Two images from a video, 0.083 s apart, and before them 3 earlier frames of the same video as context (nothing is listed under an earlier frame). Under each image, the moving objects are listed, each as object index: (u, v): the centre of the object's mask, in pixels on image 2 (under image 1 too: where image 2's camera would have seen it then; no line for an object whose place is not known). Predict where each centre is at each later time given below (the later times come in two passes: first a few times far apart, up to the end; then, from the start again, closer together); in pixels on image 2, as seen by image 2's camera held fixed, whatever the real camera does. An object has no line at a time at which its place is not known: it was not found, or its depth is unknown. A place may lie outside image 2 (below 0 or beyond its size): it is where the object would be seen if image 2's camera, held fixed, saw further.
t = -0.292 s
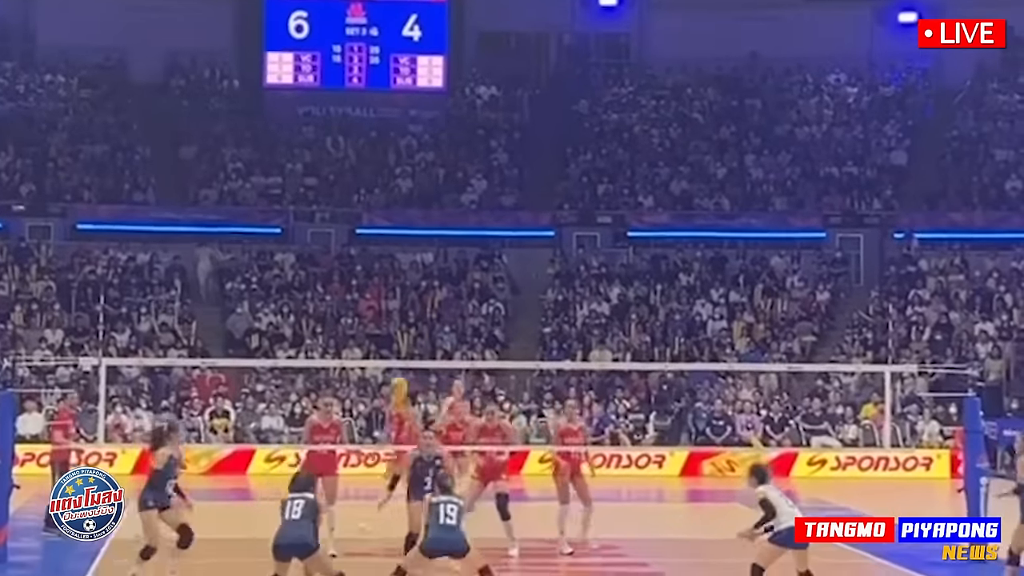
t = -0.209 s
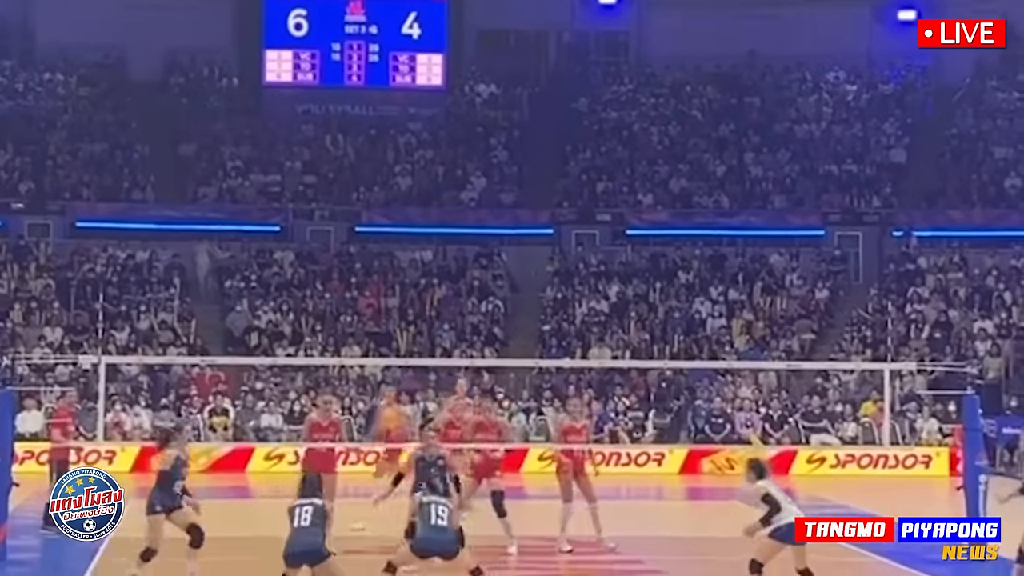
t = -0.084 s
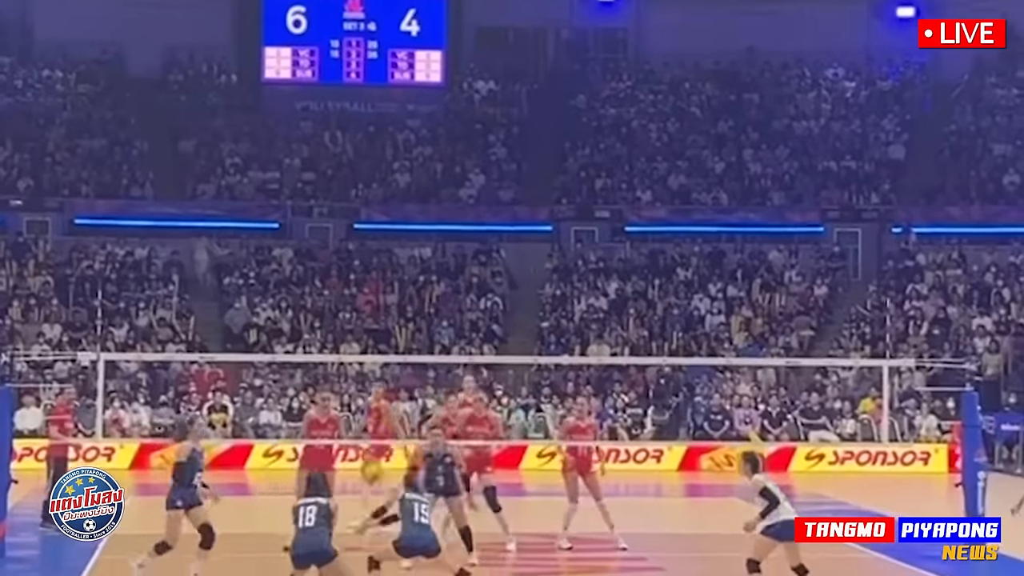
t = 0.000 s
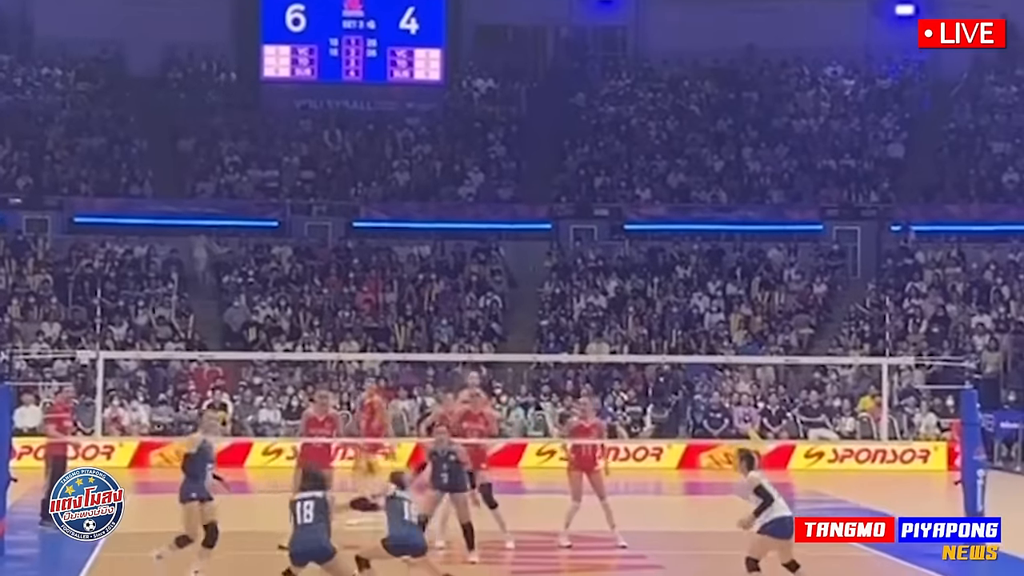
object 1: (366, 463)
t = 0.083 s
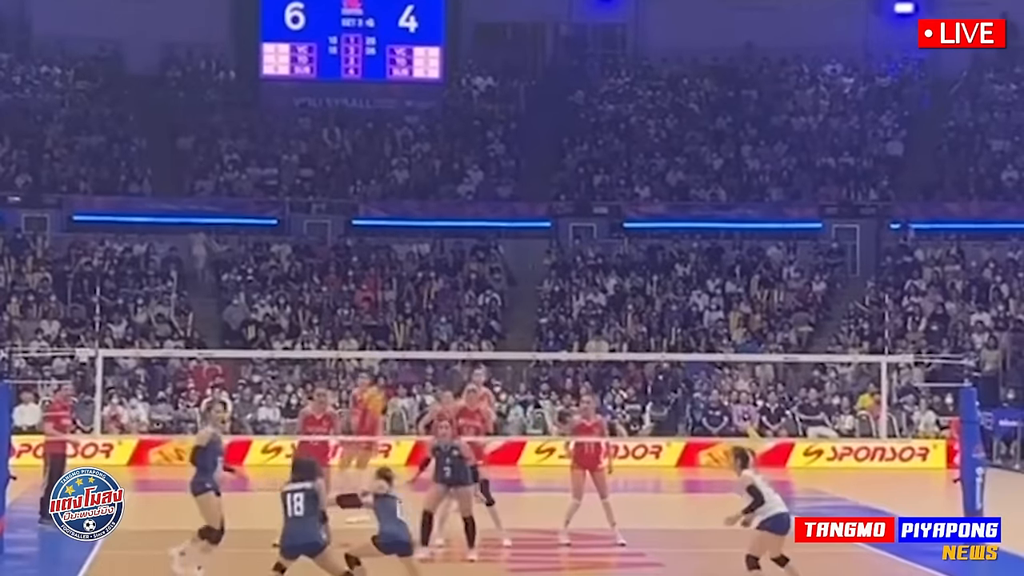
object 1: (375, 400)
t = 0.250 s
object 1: (386, 292)
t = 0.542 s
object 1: (407, 156)
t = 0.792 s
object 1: (426, 90)
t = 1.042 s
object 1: (445, 62)
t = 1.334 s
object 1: (466, 79)
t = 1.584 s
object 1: (482, 131)
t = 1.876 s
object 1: (500, 235)
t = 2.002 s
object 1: (507, 290)
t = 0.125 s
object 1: (376, 370)
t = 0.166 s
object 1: (378, 341)
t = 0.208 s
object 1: (383, 317)
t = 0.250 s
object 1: (386, 292)
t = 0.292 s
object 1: (388, 268)
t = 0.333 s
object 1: (392, 247)
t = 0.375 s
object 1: (395, 225)
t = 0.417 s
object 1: (398, 205)
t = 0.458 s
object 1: (401, 189)
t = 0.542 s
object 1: (407, 156)
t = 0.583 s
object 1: (410, 142)
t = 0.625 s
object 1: (414, 128)
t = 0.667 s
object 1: (417, 116)
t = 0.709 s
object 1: (420, 106)
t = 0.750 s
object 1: (423, 97)
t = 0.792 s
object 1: (426, 90)
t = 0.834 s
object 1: (430, 84)
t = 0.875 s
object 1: (433, 76)
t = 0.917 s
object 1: (437, 70)
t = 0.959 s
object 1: (440, 66)
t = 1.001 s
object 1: (443, 63)
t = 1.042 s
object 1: (445, 62)
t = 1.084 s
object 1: (449, 60)
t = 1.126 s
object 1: (452, 61)
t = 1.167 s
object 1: (455, 62)
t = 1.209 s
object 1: (458, 65)
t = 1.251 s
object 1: (461, 69)
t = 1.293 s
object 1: (463, 73)
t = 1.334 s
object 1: (466, 79)
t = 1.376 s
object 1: (468, 84)
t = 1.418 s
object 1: (472, 91)
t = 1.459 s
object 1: (474, 100)
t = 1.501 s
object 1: (477, 109)
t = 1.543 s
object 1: (480, 120)
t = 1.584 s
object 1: (482, 131)
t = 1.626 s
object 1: (485, 143)
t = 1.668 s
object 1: (488, 156)
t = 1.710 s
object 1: (490, 170)
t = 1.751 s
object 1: (493, 185)
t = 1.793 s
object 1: (496, 200)
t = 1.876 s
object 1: (500, 235)
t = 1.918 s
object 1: (502, 251)
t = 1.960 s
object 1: (505, 270)
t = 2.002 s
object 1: (507, 290)
